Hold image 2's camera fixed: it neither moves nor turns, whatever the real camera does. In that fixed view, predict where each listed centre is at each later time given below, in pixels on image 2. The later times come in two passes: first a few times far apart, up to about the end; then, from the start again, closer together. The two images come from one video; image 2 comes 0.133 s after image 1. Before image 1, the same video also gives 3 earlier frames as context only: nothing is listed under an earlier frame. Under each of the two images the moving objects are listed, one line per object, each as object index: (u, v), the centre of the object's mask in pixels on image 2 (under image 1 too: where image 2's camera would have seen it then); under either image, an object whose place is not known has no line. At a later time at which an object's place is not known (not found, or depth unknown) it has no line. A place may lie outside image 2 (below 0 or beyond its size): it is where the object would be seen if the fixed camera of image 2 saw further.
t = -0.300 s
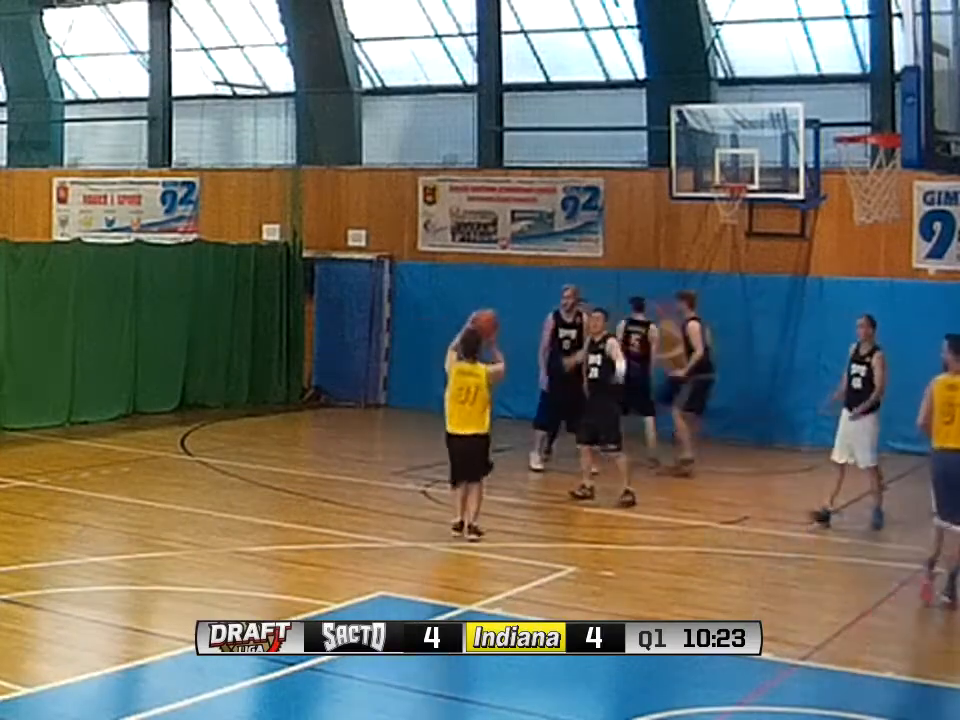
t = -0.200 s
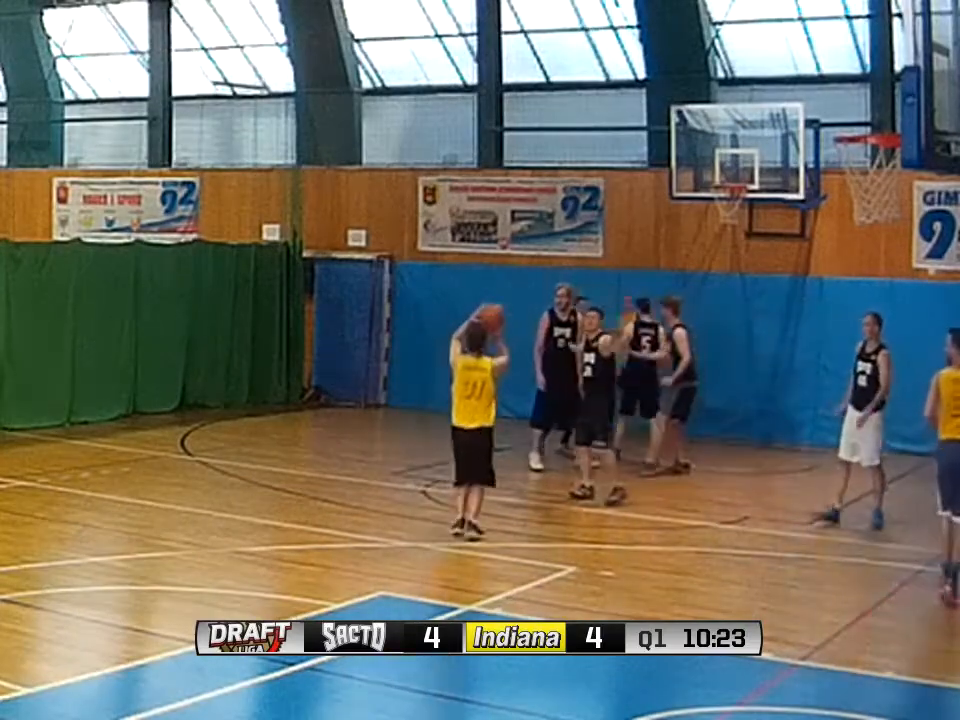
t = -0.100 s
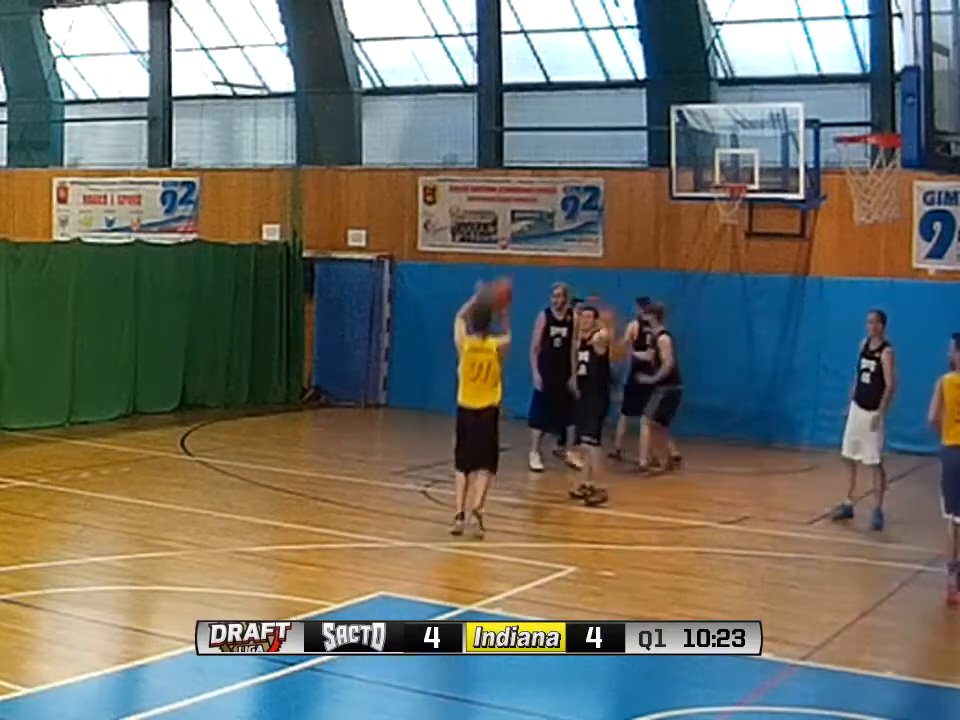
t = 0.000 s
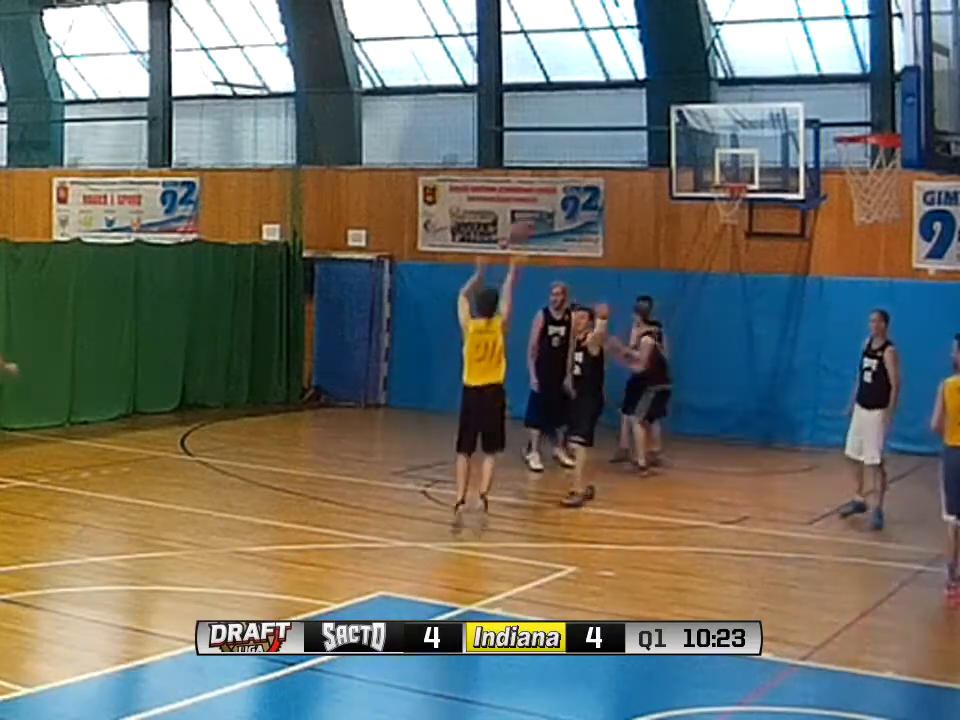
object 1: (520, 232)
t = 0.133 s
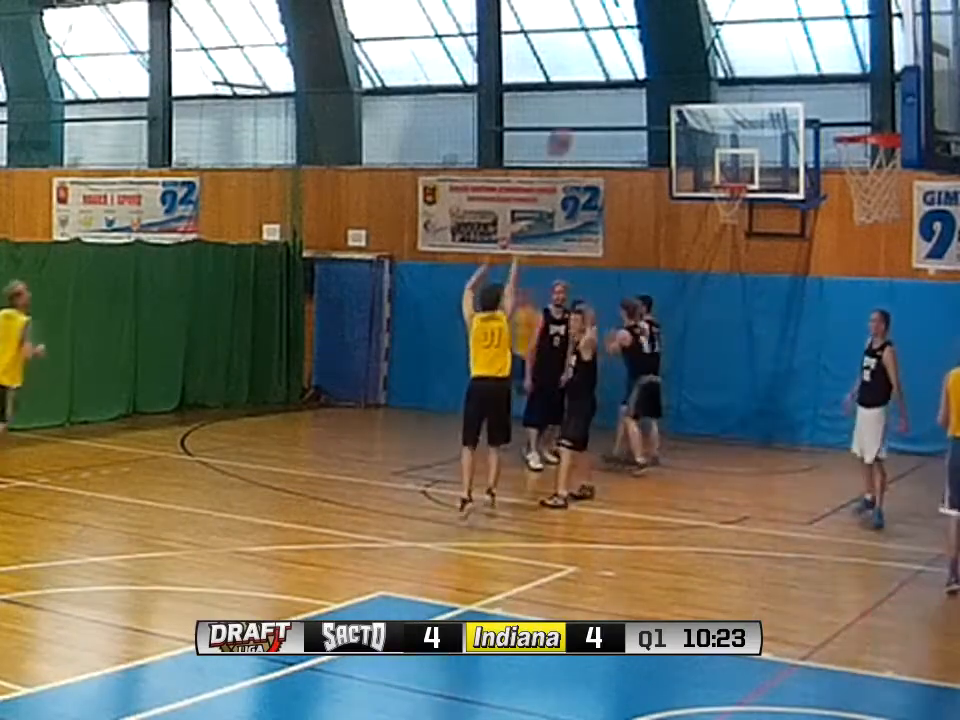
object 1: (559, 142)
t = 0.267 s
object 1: (586, 82)
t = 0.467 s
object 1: (627, 36)
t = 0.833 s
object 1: (691, 55)
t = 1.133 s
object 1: (731, 161)
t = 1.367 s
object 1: (722, 200)
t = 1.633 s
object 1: (723, 214)
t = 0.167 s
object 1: (567, 123)
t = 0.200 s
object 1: (574, 108)
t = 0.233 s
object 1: (583, 95)
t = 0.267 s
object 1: (586, 82)
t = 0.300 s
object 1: (596, 71)
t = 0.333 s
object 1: (602, 63)
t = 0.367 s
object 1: (608, 53)
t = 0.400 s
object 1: (615, 46)
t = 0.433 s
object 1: (621, 40)
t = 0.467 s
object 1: (627, 36)
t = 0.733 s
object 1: (675, 39)
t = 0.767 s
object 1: (681, 45)
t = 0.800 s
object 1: (685, 50)
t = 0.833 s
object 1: (691, 55)
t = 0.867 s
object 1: (696, 64)
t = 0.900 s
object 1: (700, 72)
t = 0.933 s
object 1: (704, 83)
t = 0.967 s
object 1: (711, 92)
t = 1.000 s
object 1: (715, 105)
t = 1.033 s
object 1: (721, 119)
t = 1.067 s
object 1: (728, 132)
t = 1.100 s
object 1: (730, 144)
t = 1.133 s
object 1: (731, 161)
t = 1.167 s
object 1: (731, 169)
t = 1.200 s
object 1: (731, 169)
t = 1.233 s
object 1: (728, 172)
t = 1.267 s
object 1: (728, 173)
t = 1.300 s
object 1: (721, 207)
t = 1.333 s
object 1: (722, 205)
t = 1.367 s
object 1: (722, 200)
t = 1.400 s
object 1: (722, 200)
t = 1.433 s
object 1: (722, 201)
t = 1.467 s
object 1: (722, 200)
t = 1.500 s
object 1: (723, 202)
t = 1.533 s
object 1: (723, 202)
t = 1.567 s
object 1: (723, 205)
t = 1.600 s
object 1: (722, 208)
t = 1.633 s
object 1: (723, 214)
